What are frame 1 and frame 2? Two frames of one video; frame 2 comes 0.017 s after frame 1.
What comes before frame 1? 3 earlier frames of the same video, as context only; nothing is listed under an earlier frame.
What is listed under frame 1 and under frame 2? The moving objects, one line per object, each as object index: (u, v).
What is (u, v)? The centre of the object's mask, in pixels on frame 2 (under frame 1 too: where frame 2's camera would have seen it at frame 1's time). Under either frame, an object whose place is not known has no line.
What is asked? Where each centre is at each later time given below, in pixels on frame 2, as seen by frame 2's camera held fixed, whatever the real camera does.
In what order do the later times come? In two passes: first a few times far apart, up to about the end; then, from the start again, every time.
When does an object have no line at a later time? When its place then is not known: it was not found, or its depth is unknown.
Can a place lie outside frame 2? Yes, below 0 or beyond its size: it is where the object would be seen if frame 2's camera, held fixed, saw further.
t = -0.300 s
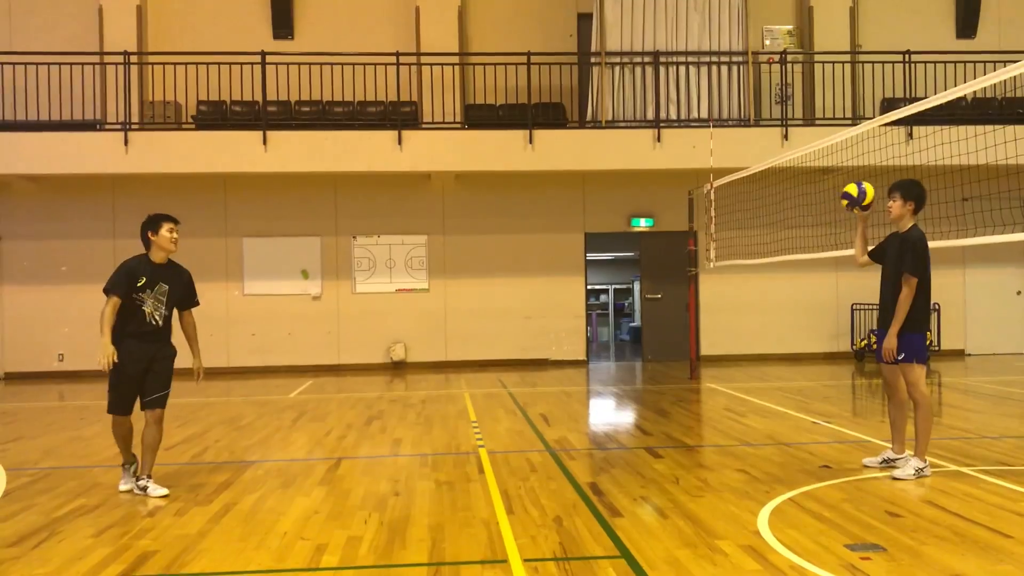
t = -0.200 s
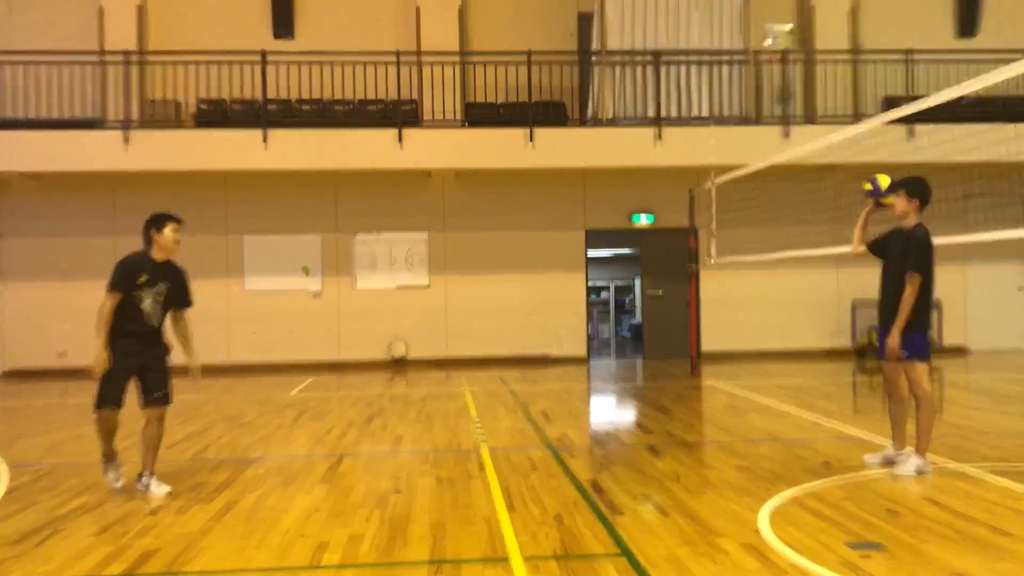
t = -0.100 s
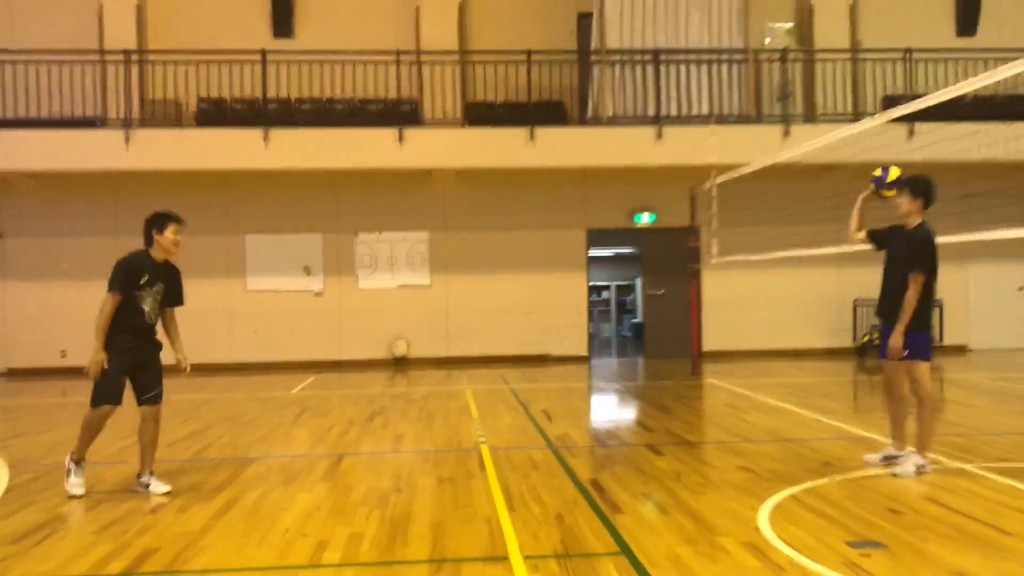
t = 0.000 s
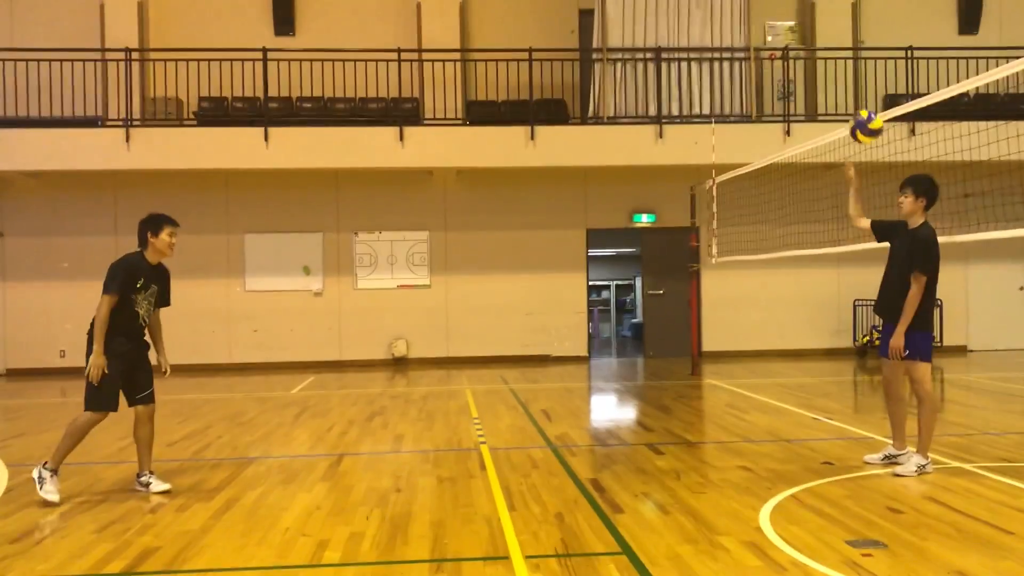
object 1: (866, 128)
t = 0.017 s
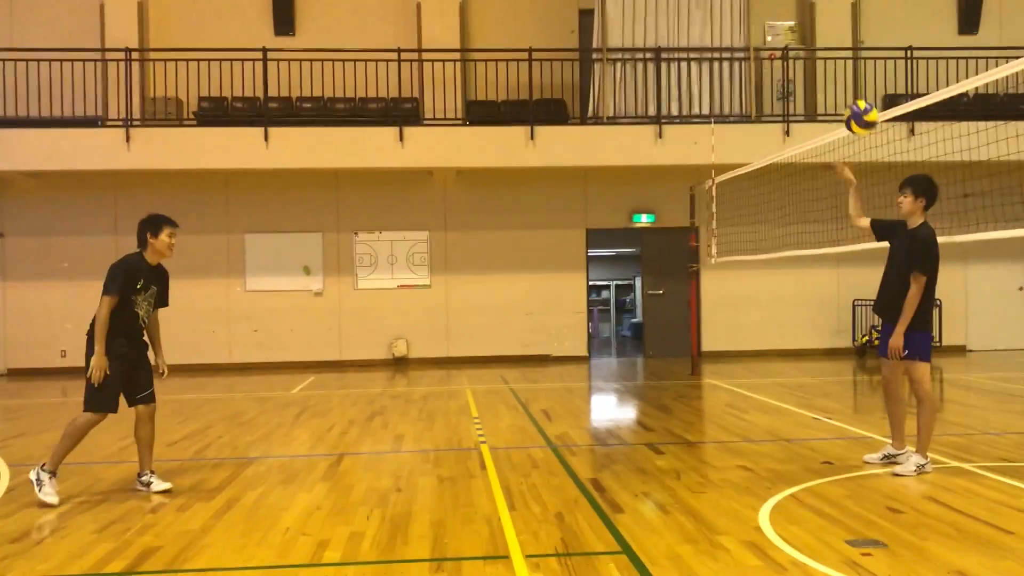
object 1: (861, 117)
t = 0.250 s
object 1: (799, 33)
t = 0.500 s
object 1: (735, 33)
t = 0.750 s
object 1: (674, 126)
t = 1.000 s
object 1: (613, 311)
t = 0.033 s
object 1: (856, 110)
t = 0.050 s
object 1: (852, 102)
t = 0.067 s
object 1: (847, 93)
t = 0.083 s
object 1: (843, 85)
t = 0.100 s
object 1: (839, 78)
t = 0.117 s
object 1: (834, 72)
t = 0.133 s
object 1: (831, 65)
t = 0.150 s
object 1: (825, 59)
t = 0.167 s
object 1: (821, 54)
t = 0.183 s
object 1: (817, 48)
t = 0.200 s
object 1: (812, 44)
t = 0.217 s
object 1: (807, 40)
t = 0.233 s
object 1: (803, 36)
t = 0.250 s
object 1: (799, 33)
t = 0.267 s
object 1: (794, 30)
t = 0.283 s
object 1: (790, 27)
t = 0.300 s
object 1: (785, 24)
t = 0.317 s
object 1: (781, 24)
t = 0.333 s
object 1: (778, 22)
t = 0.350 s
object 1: (773, 21)
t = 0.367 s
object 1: (769, 21)
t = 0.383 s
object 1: (764, 21)
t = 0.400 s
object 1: (760, 21)
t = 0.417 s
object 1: (756, 22)
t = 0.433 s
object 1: (751, 23)
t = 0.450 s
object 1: (747, 25)
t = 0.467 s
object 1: (743, 27)
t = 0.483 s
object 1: (739, 30)
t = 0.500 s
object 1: (735, 33)
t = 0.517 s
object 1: (731, 35)
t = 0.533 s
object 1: (726, 39)
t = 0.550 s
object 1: (722, 44)
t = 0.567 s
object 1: (719, 48)
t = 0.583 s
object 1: (715, 52)
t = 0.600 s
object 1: (710, 59)
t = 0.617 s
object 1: (706, 65)
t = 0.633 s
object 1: (702, 71)
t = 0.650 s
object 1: (698, 78)
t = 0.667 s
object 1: (693, 85)
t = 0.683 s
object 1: (690, 92)
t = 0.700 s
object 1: (685, 101)
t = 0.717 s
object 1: (681, 109)
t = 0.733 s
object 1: (677, 118)
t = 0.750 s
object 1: (674, 126)
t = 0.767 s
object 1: (669, 136)
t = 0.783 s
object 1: (665, 145)
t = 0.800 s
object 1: (661, 158)
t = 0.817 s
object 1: (657, 168)
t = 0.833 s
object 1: (653, 179)
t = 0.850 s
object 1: (649, 190)
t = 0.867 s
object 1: (645, 202)
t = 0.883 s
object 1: (641, 215)
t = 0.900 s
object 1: (637, 228)
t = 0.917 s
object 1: (633, 241)
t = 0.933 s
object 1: (630, 255)
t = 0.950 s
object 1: (625, 268)
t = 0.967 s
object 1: (622, 281)
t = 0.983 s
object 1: (617, 296)
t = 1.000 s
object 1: (613, 311)
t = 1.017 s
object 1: (609, 327)
